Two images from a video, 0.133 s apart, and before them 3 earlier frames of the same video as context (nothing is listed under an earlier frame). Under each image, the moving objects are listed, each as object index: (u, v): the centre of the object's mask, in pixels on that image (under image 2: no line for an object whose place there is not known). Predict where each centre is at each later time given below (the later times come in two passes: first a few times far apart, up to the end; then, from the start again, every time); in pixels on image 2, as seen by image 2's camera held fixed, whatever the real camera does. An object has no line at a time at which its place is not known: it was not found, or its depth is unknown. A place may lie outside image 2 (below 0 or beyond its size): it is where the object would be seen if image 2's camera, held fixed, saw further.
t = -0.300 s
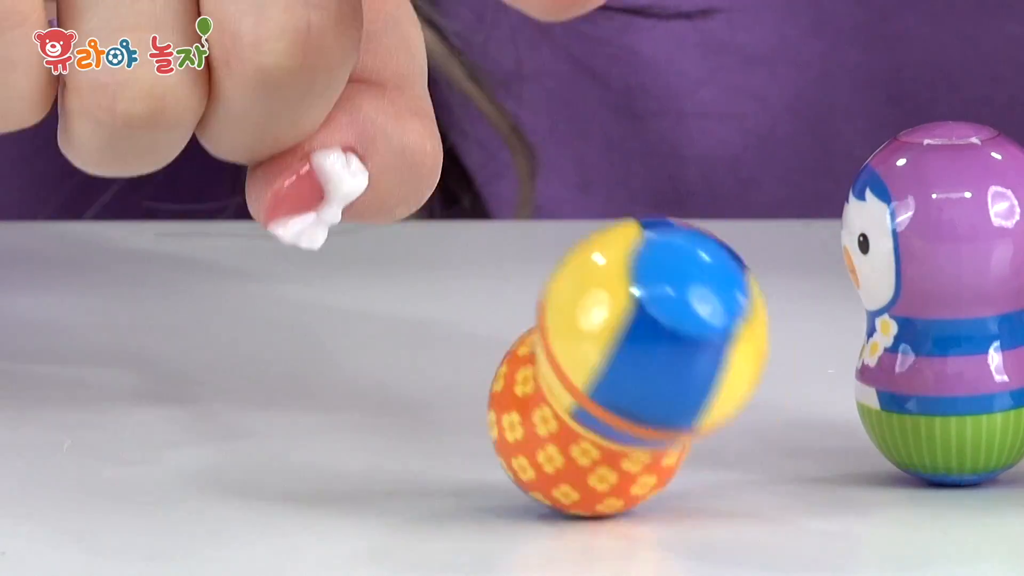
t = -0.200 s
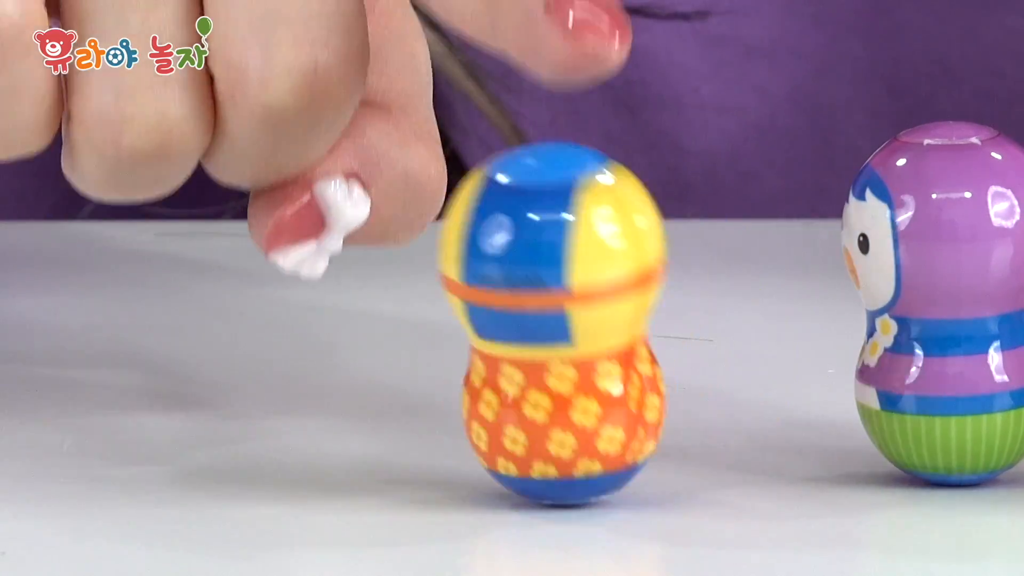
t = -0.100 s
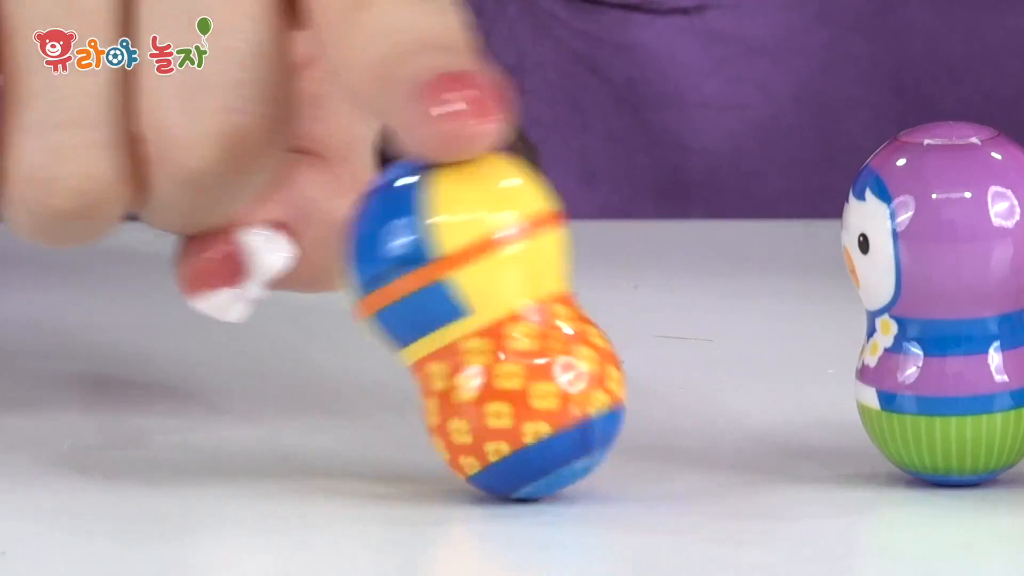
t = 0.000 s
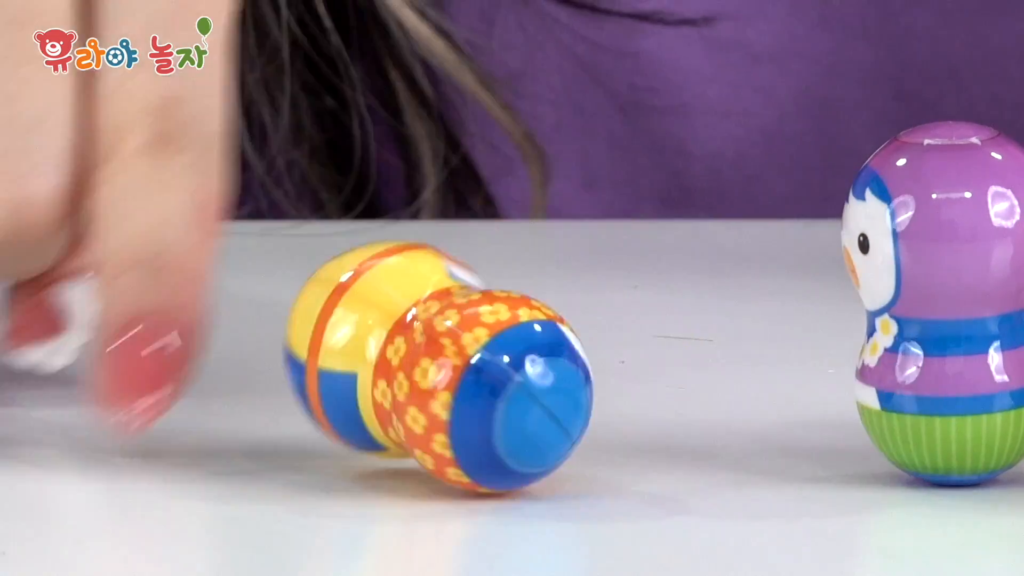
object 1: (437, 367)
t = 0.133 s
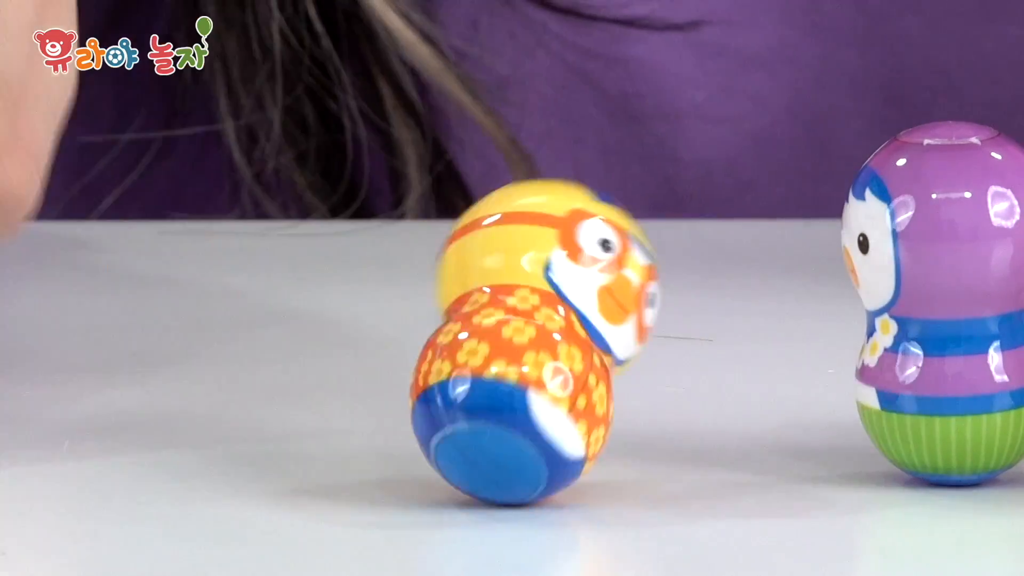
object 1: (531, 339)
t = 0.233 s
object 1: (564, 339)
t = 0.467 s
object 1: (411, 405)
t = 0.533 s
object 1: (424, 379)
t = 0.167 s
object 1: (552, 333)
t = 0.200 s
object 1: (564, 334)
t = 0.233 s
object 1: (564, 339)
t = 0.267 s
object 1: (554, 352)
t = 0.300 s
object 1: (532, 368)
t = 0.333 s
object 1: (501, 383)
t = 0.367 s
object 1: (467, 399)
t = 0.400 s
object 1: (440, 409)
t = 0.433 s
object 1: (422, 410)
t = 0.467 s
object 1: (411, 405)
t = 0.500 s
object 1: (412, 395)
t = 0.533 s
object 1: (424, 379)
